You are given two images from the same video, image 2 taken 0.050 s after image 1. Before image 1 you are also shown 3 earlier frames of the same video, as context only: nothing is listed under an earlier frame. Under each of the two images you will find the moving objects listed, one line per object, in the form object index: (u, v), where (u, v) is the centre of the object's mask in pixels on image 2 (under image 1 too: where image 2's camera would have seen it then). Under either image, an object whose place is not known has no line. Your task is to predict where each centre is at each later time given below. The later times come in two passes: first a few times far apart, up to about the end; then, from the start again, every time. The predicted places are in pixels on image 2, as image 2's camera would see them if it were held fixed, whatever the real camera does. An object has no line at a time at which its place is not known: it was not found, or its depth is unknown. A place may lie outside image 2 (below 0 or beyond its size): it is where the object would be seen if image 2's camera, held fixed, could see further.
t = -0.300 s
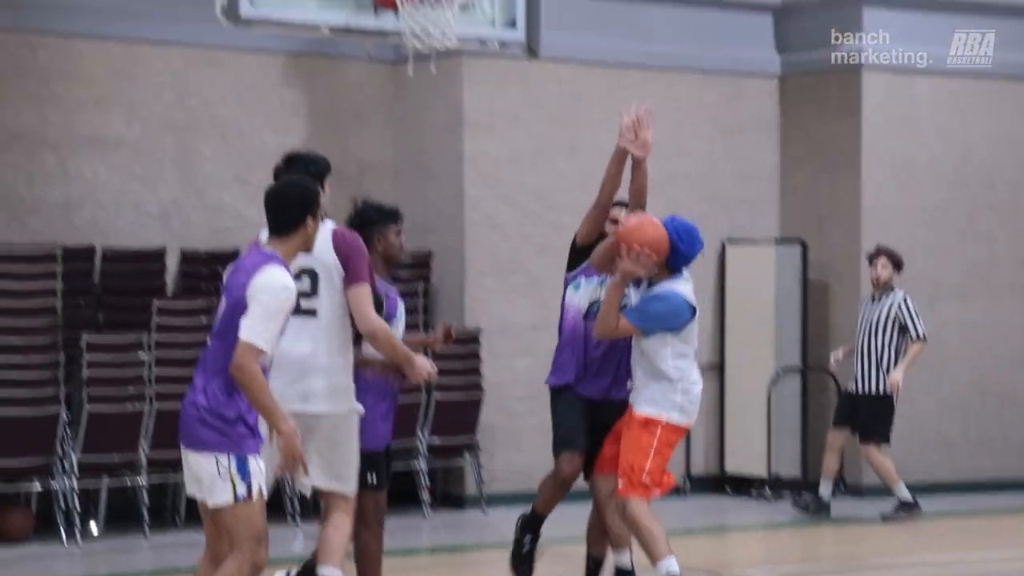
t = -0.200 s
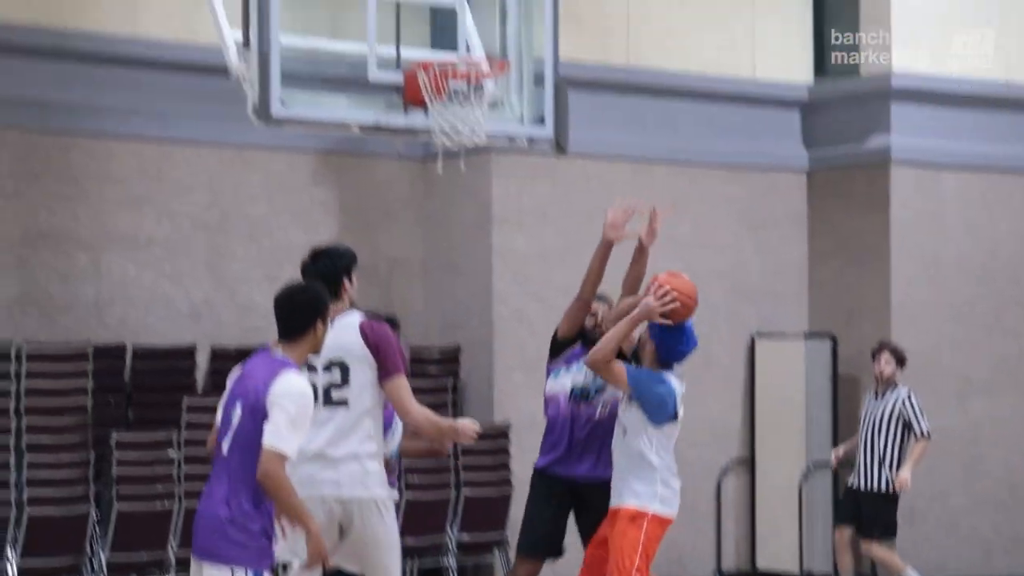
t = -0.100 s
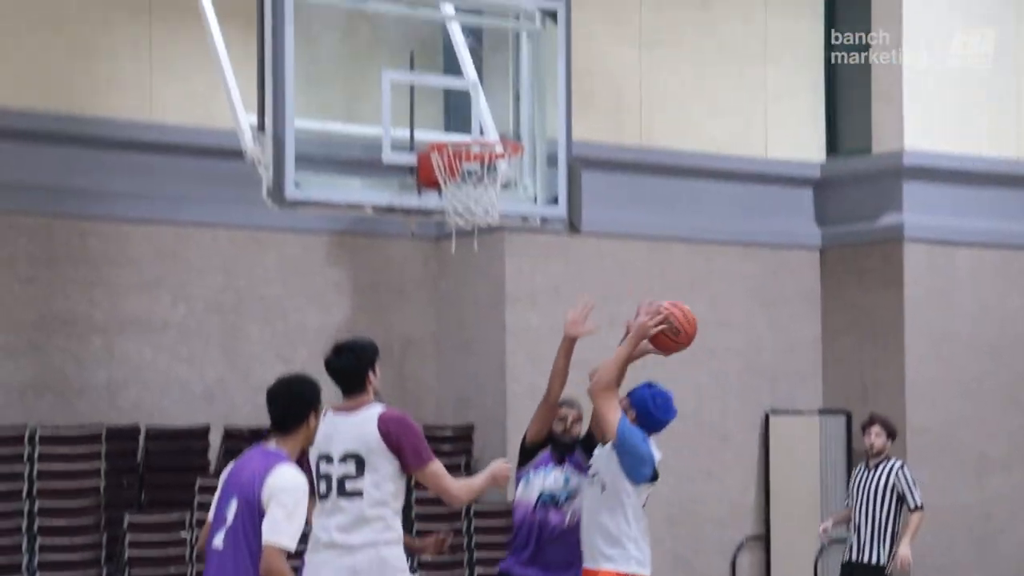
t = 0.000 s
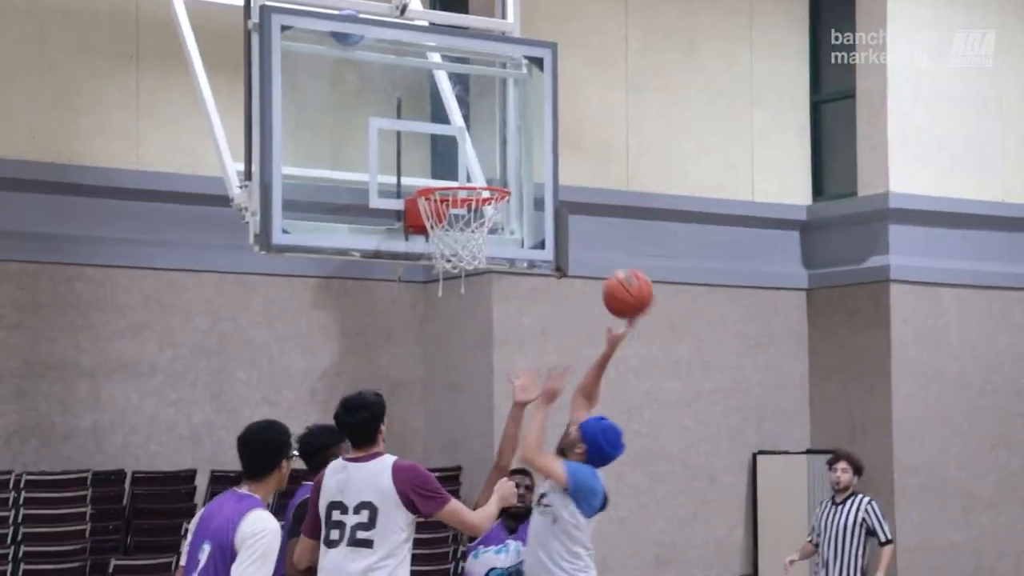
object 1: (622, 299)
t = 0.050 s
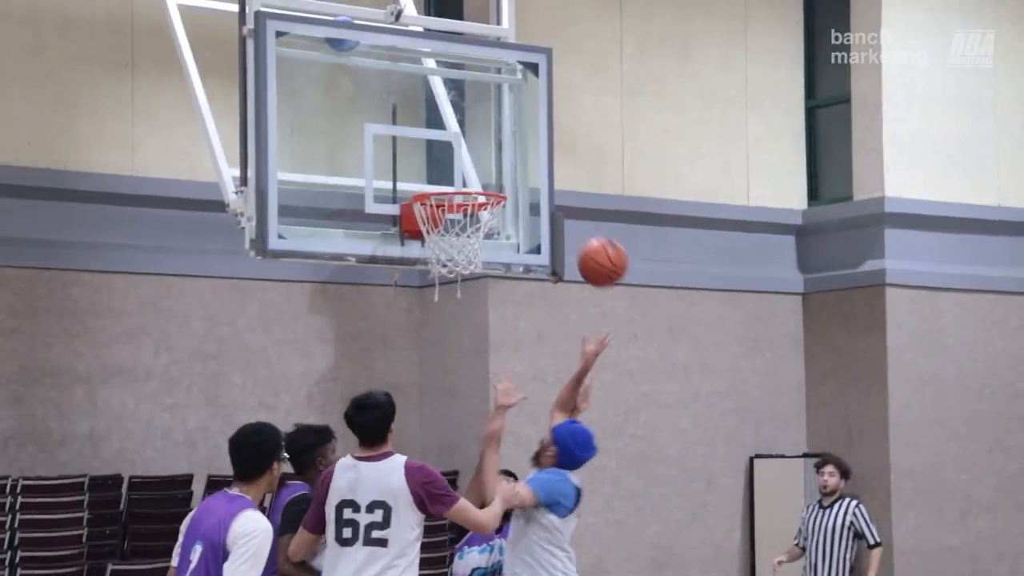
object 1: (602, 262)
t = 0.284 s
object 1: (510, 165)
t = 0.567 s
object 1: (420, 169)
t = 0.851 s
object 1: (466, 169)
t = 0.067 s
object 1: (595, 251)
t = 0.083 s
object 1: (588, 240)
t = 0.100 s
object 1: (581, 230)
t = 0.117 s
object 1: (575, 221)
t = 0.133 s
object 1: (569, 213)
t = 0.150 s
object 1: (562, 206)
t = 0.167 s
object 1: (555, 199)
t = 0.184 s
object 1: (549, 192)
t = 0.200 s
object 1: (542, 186)
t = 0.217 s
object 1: (535, 180)
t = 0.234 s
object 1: (529, 176)
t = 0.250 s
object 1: (522, 172)
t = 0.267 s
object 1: (516, 168)
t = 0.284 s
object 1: (510, 165)
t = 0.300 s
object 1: (503, 162)
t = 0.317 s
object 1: (497, 160)
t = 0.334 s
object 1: (491, 159)
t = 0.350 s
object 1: (485, 158)
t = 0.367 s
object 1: (479, 157)
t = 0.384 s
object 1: (472, 157)
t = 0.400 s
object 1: (466, 158)
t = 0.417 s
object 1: (460, 160)
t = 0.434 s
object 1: (454, 161)
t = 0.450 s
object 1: (448, 163)
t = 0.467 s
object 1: (442, 166)
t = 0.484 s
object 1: (436, 168)
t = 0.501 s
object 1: (431, 171)
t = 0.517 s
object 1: (425, 174)
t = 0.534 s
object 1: (423, 174)
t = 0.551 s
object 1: (421, 172)
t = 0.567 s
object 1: (420, 169)
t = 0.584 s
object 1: (422, 165)
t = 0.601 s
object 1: (425, 161)
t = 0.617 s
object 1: (427, 159)
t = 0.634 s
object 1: (430, 157)
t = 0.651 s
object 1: (433, 154)
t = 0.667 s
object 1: (435, 152)
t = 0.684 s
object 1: (438, 151)
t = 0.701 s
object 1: (441, 151)
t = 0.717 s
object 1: (443, 151)
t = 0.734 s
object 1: (446, 151)
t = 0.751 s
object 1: (449, 152)
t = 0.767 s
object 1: (453, 154)
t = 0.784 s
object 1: (455, 156)
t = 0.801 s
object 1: (458, 158)
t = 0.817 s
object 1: (460, 162)
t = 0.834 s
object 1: (463, 165)
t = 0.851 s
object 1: (466, 169)
